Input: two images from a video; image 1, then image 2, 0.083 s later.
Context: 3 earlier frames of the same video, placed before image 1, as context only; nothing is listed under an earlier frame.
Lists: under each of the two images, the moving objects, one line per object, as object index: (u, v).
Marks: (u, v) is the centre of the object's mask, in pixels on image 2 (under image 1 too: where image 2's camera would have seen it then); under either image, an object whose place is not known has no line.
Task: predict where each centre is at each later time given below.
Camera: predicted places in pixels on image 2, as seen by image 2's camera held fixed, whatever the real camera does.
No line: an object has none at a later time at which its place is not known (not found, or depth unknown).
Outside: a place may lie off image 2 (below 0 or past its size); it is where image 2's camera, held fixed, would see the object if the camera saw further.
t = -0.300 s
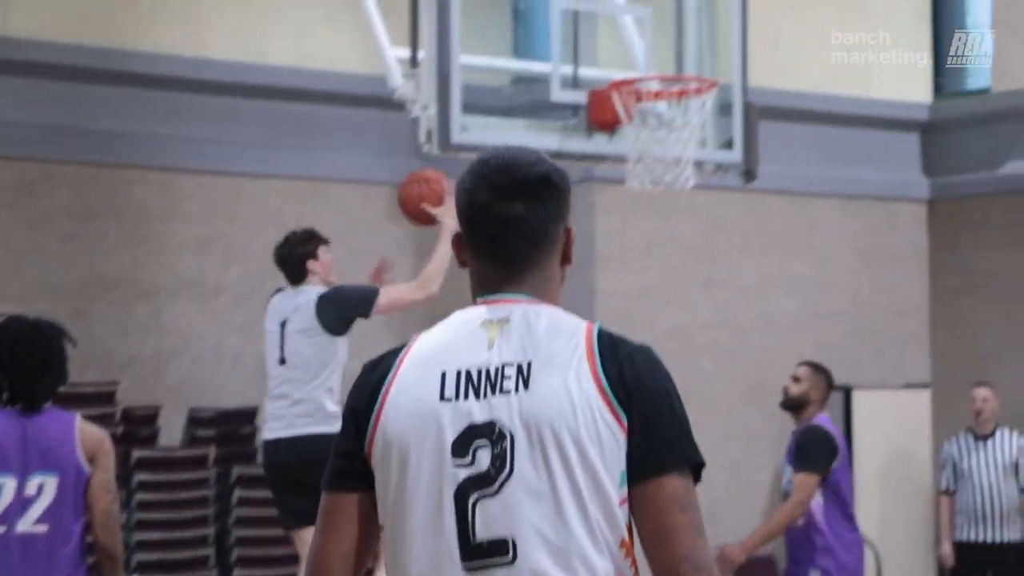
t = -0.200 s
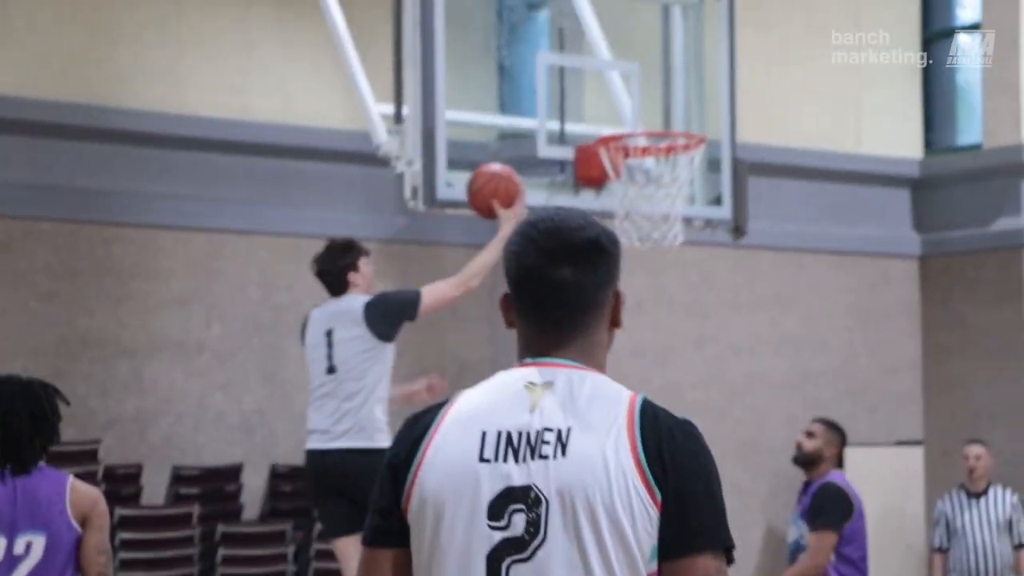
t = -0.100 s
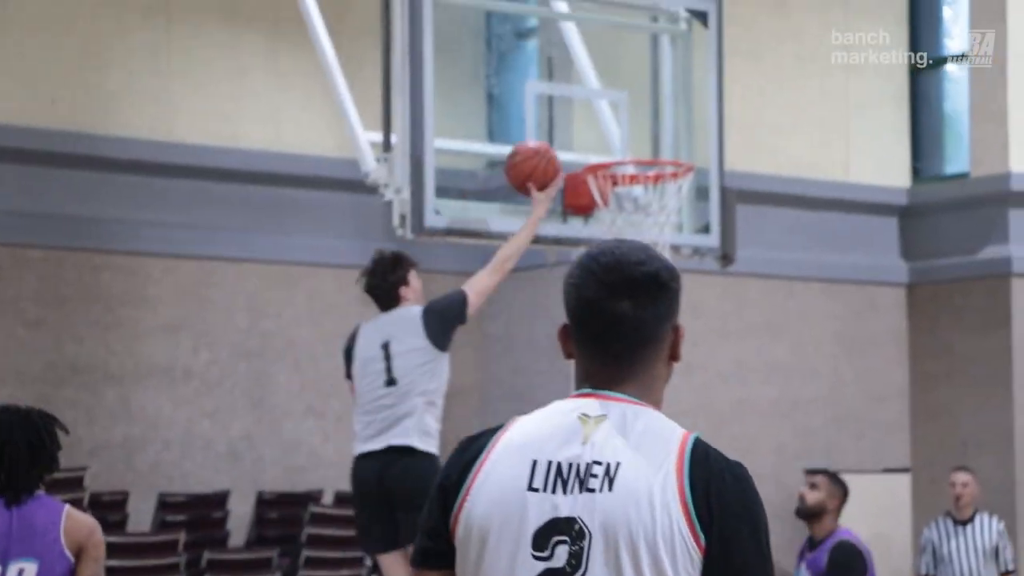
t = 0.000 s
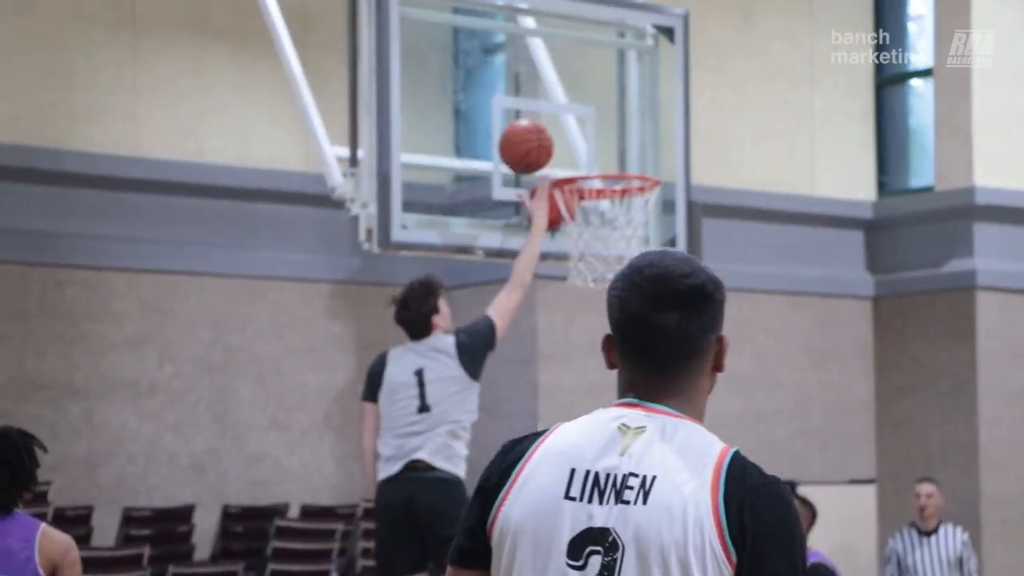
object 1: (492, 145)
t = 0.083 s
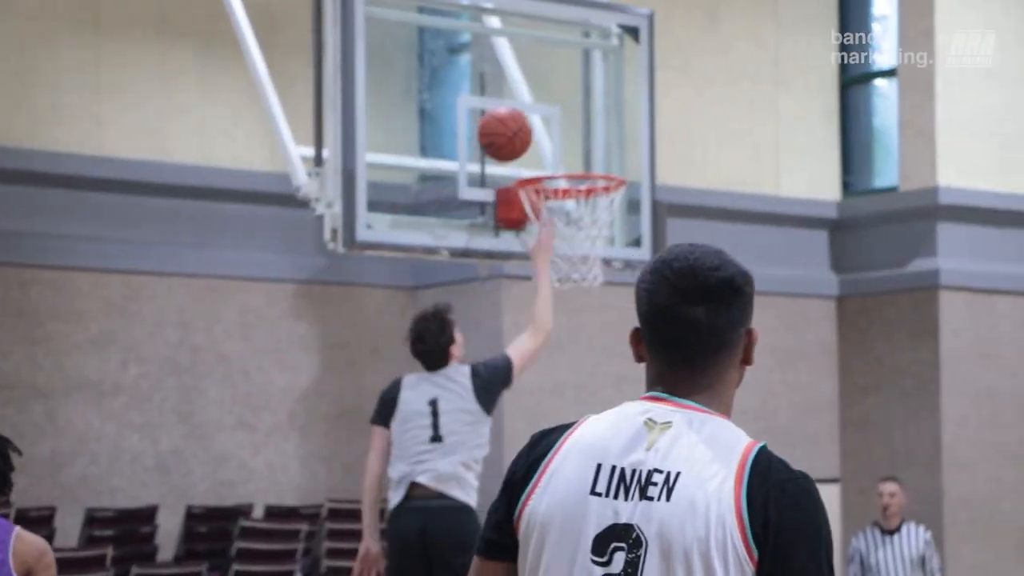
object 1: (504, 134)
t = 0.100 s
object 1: (507, 134)
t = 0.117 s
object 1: (509, 134)
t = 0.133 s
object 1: (512, 135)
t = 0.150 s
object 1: (514, 136)
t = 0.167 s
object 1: (517, 138)
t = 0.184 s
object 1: (519, 140)
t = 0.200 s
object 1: (521, 143)
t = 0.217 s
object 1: (524, 147)
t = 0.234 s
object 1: (526, 152)
